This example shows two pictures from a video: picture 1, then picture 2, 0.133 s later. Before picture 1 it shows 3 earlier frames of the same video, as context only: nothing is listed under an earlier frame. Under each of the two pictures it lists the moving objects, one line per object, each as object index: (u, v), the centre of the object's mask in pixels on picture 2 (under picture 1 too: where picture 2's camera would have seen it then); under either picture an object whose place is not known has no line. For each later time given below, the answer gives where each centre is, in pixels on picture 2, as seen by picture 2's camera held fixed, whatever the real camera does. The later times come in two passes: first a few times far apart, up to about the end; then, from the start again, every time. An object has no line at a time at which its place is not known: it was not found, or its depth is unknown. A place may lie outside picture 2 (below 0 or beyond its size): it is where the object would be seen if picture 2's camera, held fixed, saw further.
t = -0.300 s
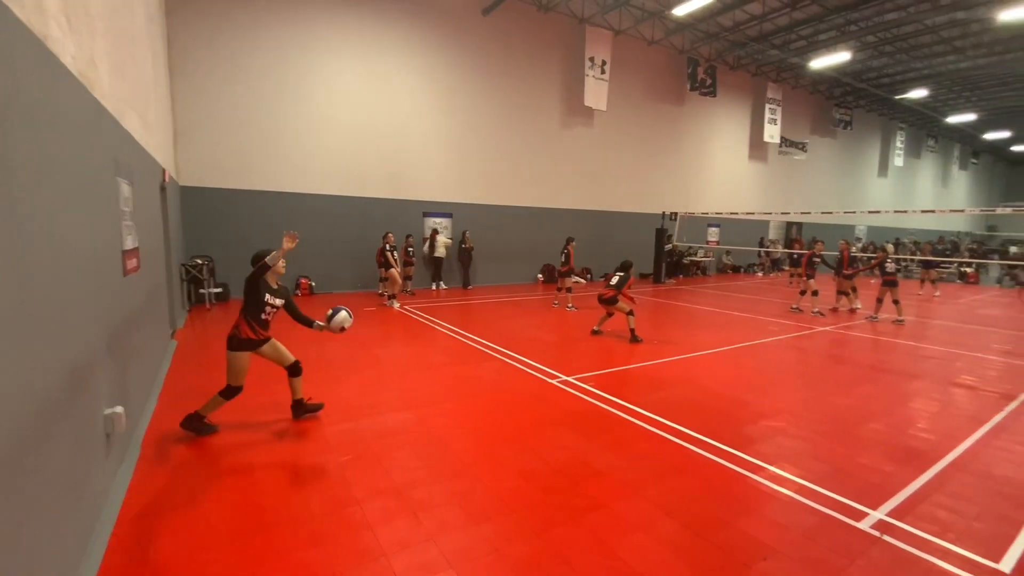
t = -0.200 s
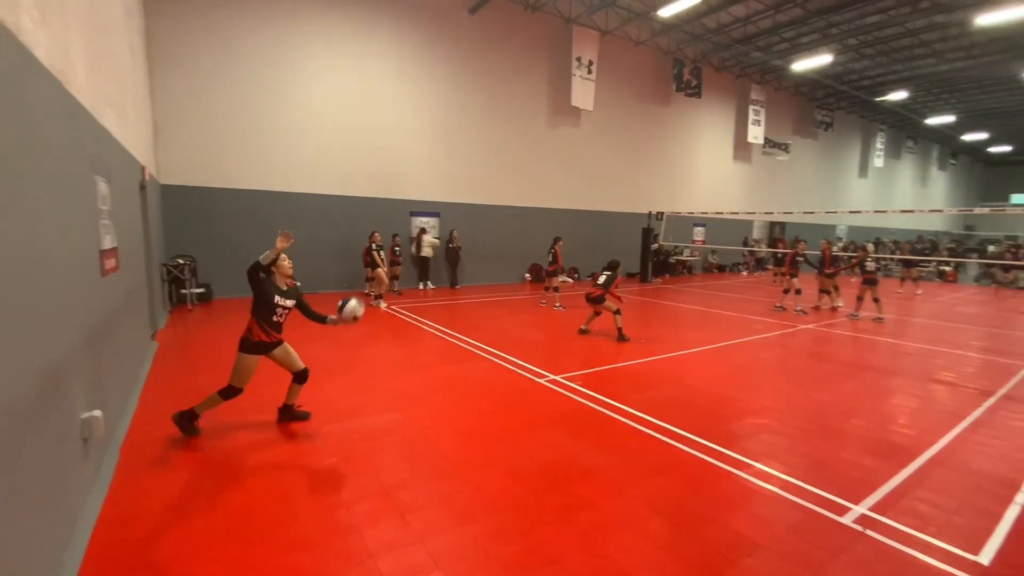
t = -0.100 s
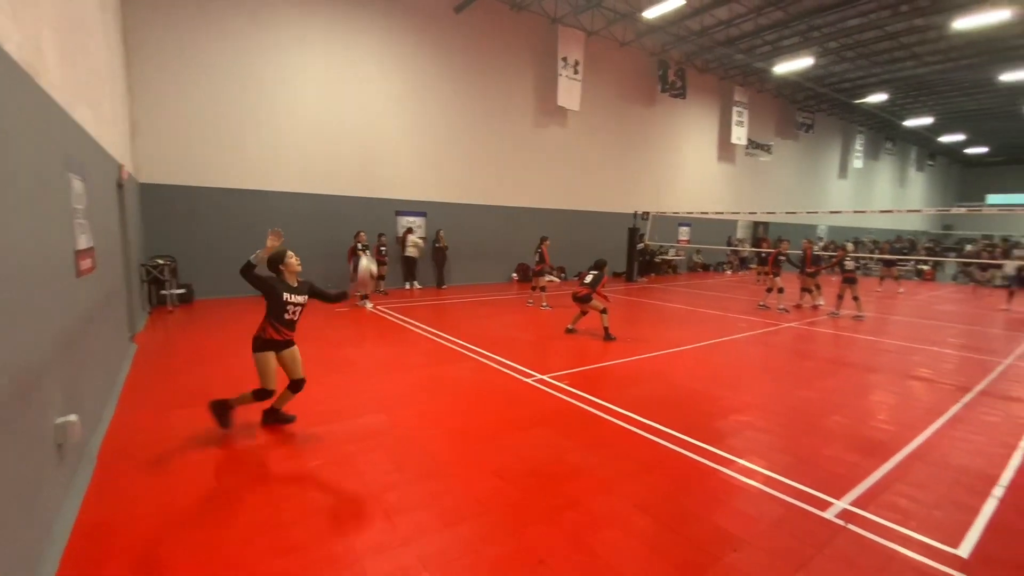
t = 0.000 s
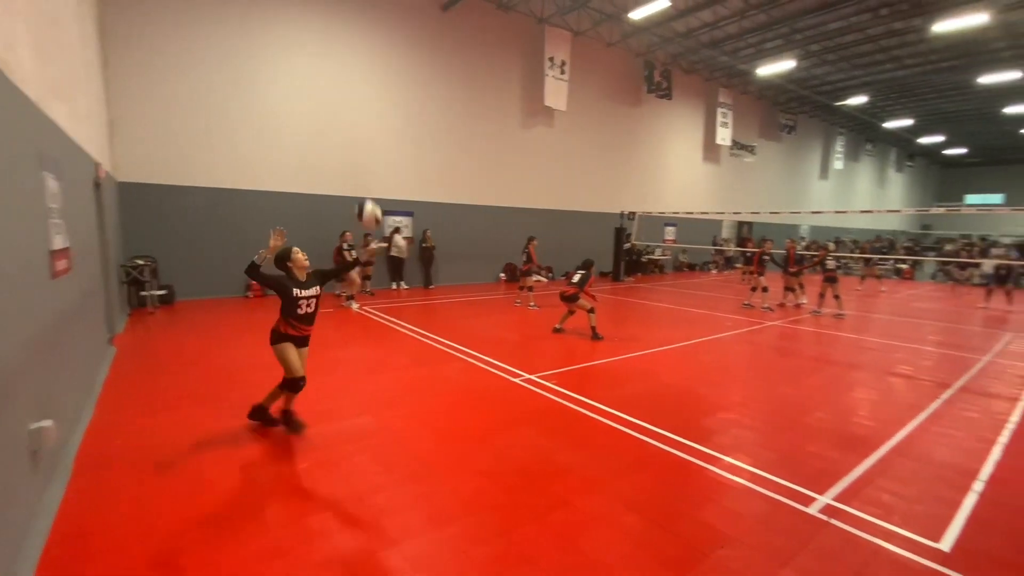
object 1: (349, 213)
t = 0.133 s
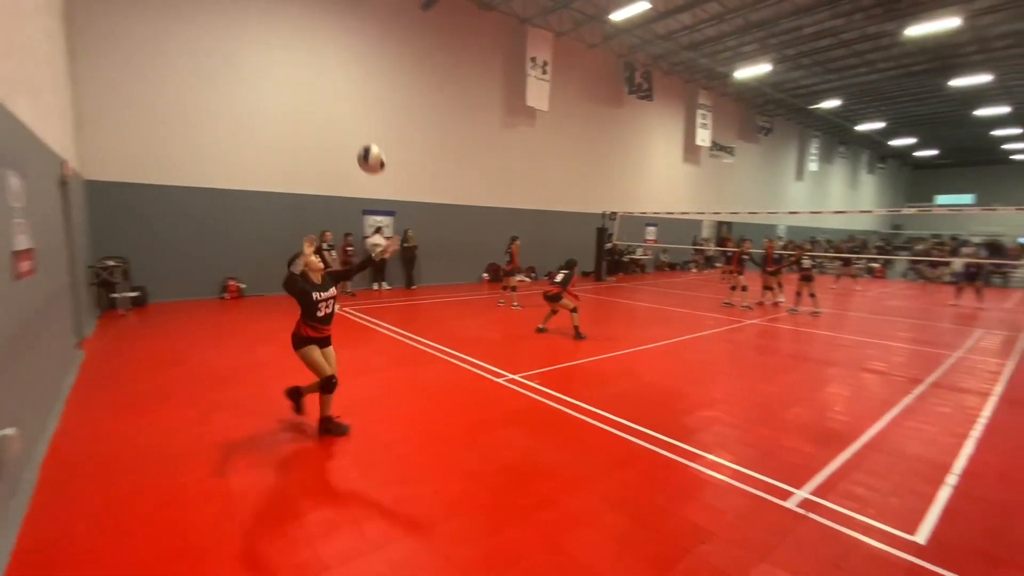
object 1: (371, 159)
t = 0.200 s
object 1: (383, 141)
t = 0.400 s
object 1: (420, 122)
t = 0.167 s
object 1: (377, 149)
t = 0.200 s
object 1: (383, 141)
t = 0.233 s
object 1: (389, 134)
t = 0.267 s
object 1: (396, 129)
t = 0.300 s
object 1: (402, 124)
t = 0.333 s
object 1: (408, 122)
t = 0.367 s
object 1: (414, 121)
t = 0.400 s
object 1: (420, 122)
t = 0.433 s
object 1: (426, 124)
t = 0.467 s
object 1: (432, 127)
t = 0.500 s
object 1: (438, 132)
